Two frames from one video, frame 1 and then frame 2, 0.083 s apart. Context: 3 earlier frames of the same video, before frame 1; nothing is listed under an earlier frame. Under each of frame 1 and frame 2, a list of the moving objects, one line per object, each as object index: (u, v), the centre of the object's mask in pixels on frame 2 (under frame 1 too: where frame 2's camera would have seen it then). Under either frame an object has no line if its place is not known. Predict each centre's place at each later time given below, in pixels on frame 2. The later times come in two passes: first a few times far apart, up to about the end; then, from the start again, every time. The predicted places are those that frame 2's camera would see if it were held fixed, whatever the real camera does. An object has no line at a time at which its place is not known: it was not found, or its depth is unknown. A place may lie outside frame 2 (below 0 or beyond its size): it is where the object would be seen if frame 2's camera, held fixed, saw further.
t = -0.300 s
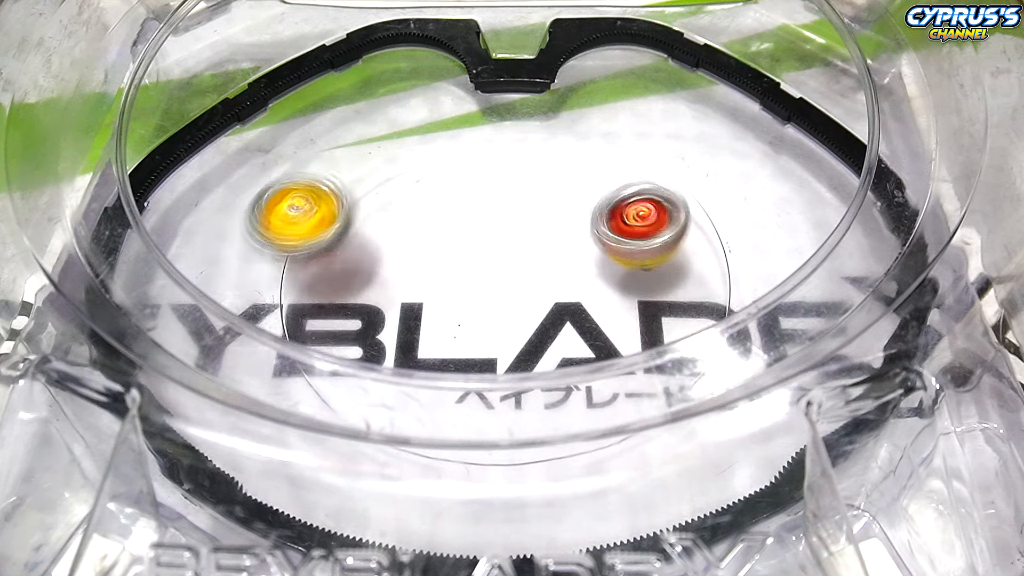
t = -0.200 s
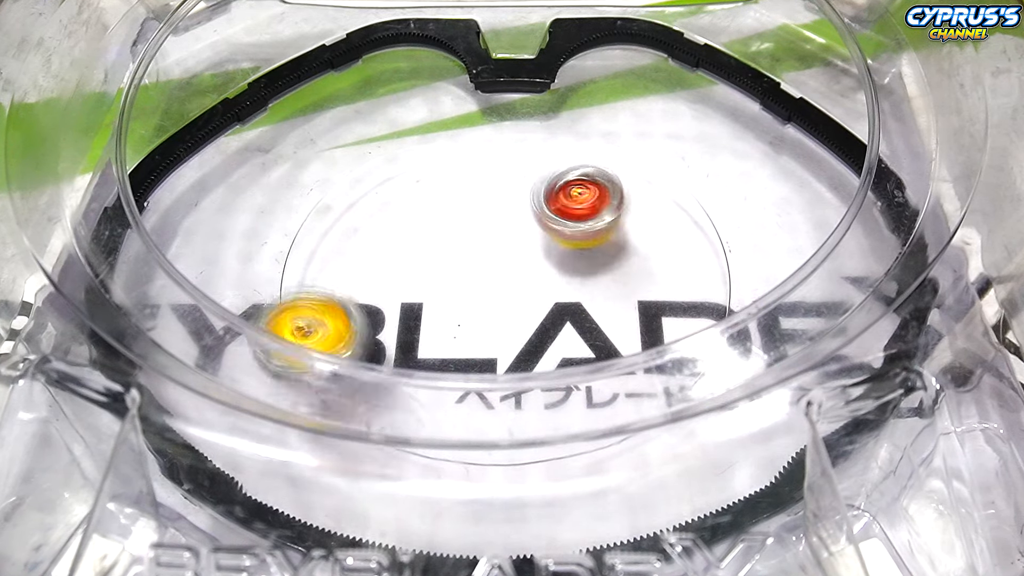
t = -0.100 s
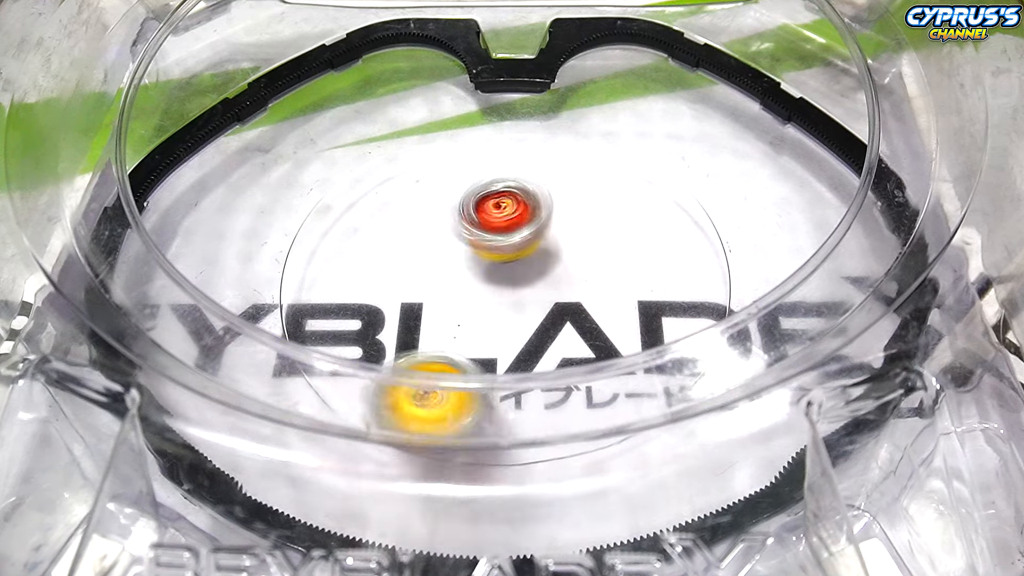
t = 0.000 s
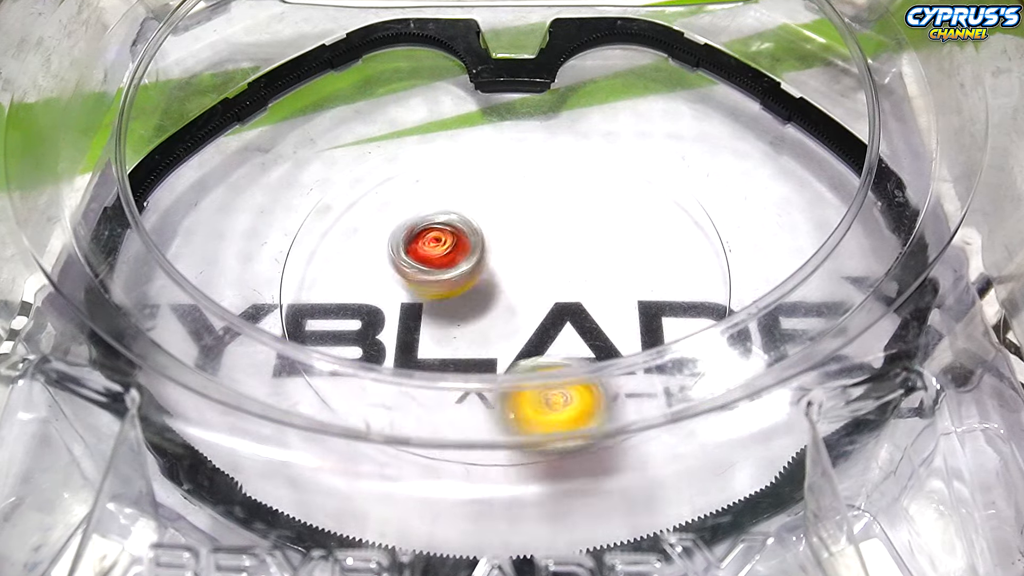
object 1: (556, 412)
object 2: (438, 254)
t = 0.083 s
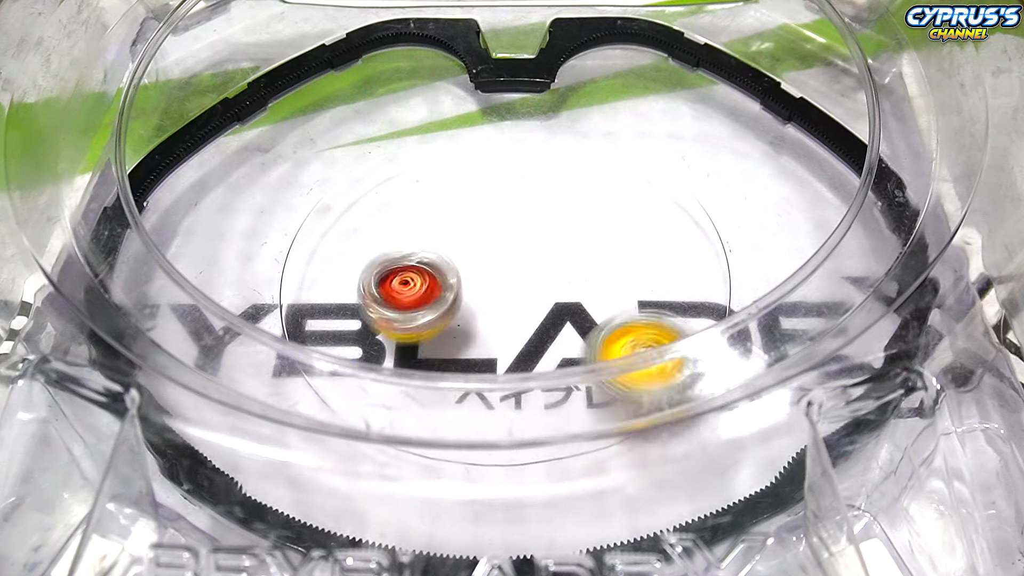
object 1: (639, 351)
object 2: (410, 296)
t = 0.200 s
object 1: (679, 244)
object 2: (428, 339)
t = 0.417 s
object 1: (451, 111)
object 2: (539, 304)
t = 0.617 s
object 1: (289, 265)
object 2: (505, 199)
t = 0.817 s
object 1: (422, 373)
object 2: (407, 179)
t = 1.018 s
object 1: (654, 274)
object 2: (426, 261)
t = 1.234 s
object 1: (519, 93)
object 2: (575, 270)
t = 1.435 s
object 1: (379, 99)
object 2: (613, 202)
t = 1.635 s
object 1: (352, 125)
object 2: (514, 203)
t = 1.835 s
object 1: (327, 253)
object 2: (447, 285)
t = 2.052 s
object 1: (356, 334)
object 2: (635, 355)
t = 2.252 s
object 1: (499, 337)
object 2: (638, 327)
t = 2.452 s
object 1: (457, 239)
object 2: (686, 300)
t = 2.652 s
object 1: (406, 186)
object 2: (596, 263)
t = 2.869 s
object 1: (401, 187)
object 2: (520, 205)
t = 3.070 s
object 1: (410, 198)
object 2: (496, 129)
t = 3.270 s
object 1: (508, 234)
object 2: (466, 133)
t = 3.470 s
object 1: (619, 222)
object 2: (465, 220)
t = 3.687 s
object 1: (615, 218)
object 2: (434, 294)
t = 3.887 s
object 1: (578, 230)
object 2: (388, 333)
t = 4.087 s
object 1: (529, 277)
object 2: (435, 324)
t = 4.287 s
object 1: (549, 269)
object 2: (411, 306)
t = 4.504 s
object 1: (551, 264)
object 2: (435, 248)
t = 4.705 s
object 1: (563, 261)
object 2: (444, 212)
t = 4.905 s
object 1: (560, 254)
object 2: (456, 243)
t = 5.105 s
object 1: (553, 249)
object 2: (446, 284)
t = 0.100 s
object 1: (643, 328)
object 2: (408, 304)
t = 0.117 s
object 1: (656, 319)
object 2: (407, 312)
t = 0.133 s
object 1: (668, 309)
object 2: (408, 321)
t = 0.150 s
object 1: (677, 298)
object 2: (410, 327)
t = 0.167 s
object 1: (682, 281)
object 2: (416, 332)
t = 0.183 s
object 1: (682, 262)
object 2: (421, 336)
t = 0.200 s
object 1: (679, 244)
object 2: (428, 339)
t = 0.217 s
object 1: (674, 227)
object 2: (437, 343)
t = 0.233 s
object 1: (666, 209)
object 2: (446, 344)
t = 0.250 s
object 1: (654, 192)
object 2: (457, 344)
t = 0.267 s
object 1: (642, 177)
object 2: (465, 345)
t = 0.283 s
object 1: (625, 164)
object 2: (476, 344)
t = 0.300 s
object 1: (607, 152)
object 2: (486, 342)
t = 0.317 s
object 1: (587, 141)
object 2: (497, 340)
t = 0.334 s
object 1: (566, 130)
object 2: (506, 337)
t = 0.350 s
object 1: (545, 124)
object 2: (514, 333)
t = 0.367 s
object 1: (523, 117)
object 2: (523, 329)
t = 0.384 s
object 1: (499, 113)
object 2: (529, 321)
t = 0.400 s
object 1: (475, 112)
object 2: (534, 312)
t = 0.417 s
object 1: (451, 111)
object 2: (539, 304)
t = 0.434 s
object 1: (428, 114)
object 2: (541, 295)
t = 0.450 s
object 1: (404, 116)
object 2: (543, 286)
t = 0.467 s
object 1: (380, 122)
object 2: (544, 276)
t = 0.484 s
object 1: (360, 131)
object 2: (543, 266)
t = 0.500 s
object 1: (342, 147)
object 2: (541, 257)
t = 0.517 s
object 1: (326, 163)
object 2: (538, 247)
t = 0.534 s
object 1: (314, 179)
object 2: (534, 238)
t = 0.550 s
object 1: (302, 197)
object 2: (530, 230)
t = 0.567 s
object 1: (293, 211)
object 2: (524, 221)
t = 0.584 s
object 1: (288, 229)
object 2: (518, 213)
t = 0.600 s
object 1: (287, 248)
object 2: (512, 206)
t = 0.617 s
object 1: (289, 265)
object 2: (505, 199)
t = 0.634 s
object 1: (293, 281)
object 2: (498, 193)
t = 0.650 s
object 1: (297, 295)
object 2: (490, 188)
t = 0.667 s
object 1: (304, 303)
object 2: (482, 182)
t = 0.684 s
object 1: (311, 313)
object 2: (473, 179)
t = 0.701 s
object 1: (323, 321)
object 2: (464, 175)
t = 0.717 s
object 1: (334, 328)
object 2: (455, 173)
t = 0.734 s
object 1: (338, 343)
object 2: (446, 171)
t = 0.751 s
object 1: (351, 352)
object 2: (437, 171)
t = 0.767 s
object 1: (369, 359)
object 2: (430, 172)
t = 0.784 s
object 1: (383, 367)
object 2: (421, 174)
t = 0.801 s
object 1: (402, 371)
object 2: (414, 176)
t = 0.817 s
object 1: (422, 373)
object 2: (407, 179)
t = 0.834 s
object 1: (443, 374)
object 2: (401, 184)
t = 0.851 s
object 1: (467, 391)
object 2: (397, 190)
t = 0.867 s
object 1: (489, 375)
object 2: (395, 196)
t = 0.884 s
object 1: (513, 375)
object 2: (392, 203)
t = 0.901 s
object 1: (534, 370)
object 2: (391, 210)
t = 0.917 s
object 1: (557, 356)
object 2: (393, 218)
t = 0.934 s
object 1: (575, 341)
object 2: (395, 225)
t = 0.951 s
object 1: (598, 333)
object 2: (398, 233)
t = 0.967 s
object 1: (615, 322)
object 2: (404, 241)
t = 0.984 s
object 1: (631, 311)
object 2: (409, 248)
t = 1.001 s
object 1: (645, 293)
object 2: (417, 254)
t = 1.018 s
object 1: (654, 274)
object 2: (426, 261)
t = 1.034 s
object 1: (659, 254)
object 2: (435, 267)
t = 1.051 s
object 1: (659, 234)
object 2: (445, 271)
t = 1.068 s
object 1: (657, 216)
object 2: (457, 275)
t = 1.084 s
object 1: (652, 198)
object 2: (468, 278)
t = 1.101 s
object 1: (645, 181)
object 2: (479, 280)
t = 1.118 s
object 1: (637, 166)
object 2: (492, 282)
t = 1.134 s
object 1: (624, 150)
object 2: (505, 283)
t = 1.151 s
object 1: (610, 138)
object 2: (517, 283)
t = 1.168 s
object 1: (593, 124)
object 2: (529, 282)
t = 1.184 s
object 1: (576, 113)
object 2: (541, 280)
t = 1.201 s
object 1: (558, 104)
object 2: (553, 278)
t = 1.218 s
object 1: (538, 99)
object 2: (564, 274)
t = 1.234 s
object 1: (519, 93)
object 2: (575, 270)
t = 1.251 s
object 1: (502, 91)
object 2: (585, 266)
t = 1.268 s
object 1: (483, 88)
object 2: (593, 261)
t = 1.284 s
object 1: (466, 87)
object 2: (601, 255)
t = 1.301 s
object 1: (451, 86)
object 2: (607, 249)
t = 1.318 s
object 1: (435, 86)
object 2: (611, 243)
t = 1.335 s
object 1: (424, 86)
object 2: (616, 236)
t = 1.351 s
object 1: (414, 87)
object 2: (618, 231)
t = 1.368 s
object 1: (404, 89)
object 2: (620, 224)
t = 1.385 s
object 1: (397, 91)
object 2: (621, 218)
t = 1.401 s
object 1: (390, 94)
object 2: (619, 213)
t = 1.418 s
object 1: (384, 96)
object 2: (616, 207)
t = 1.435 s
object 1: (379, 99)
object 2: (613, 202)
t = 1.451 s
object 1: (375, 102)
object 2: (609, 197)
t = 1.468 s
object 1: (372, 104)
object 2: (603, 194)
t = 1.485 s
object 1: (369, 107)
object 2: (596, 191)
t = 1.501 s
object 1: (367, 108)
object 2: (588, 188)
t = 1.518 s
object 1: (365, 110)
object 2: (580, 187)
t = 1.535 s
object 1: (363, 112)
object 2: (569, 187)
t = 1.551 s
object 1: (361, 114)
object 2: (559, 187)
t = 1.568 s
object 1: (359, 116)
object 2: (549, 189)
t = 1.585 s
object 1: (358, 118)
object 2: (540, 192)
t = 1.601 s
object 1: (357, 120)
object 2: (531, 196)
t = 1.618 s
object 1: (355, 122)
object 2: (523, 199)
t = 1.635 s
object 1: (352, 125)
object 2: (514, 203)
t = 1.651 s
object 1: (349, 130)
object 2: (505, 208)
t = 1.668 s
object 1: (345, 135)
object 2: (497, 213)
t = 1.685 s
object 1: (340, 142)
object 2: (489, 219)
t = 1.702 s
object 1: (336, 151)
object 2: (481, 225)
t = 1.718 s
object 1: (331, 162)
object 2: (473, 232)
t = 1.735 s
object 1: (327, 172)
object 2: (467, 239)
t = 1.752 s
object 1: (323, 184)
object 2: (461, 247)
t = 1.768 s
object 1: (320, 196)
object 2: (456, 254)
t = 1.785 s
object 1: (319, 208)
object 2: (453, 262)
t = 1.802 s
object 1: (320, 222)
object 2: (450, 269)
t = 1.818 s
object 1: (322, 238)
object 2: (449, 276)
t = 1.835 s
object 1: (327, 253)
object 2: (447, 285)
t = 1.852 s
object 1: (334, 272)
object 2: (446, 293)
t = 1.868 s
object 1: (336, 285)
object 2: (455, 305)
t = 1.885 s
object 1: (326, 294)
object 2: (480, 316)
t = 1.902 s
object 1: (321, 300)
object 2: (500, 324)
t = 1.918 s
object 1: (319, 306)
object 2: (523, 329)
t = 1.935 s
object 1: (321, 313)
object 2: (543, 334)
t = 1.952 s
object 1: (324, 317)
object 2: (561, 336)
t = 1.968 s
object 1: (327, 320)
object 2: (577, 336)
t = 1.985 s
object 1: (331, 323)
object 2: (590, 347)
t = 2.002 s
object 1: (336, 326)
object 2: (601, 336)
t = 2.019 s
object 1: (343, 328)
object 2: (613, 347)
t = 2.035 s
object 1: (350, 331)
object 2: (626, 352)
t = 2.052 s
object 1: (356, 334)
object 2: (635, 355)
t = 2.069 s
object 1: (365, 336)
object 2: (642, 352)
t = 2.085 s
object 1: (374, 338)
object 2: (648, 351)
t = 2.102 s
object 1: (383, 340)
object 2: (652, 350)
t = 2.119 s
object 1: (393, 342)
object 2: (653, 350)
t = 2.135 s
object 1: (403, 344)
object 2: (655, 346)
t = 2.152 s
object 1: (416, 345)
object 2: (655, 342)
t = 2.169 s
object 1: (427, 346)
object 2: (656, 342)
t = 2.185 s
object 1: (442, 345)
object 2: (657, 329)
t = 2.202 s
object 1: (456, 344)
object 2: (652, 329)
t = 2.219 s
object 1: (469, 344)
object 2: (653, 327)
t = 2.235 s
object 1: (485, 341)
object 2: (648, 327)
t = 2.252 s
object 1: (499, 337)
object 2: (638, 327)
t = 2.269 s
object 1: (512, 333)
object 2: (631, 327)
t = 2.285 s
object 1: (517, 328)
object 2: (632, 326)
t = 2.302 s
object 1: (508, 317)
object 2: (644, 322)
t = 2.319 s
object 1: (499, 303)
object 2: (658, 318)
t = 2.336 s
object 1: (491, 295)
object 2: (669, 316)
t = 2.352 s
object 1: (484, 285)
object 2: (679, 311)
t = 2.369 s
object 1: (478, 275)
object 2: (686, 308)
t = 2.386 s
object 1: (475, 268)
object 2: (687, 306)
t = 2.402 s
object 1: (470, 261)
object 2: (688, 305)
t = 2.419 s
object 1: (467, 253)
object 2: (687, 303)
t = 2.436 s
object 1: (462, 246)
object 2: (687, 302)
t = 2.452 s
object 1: (457, 239)
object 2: (686, 300)
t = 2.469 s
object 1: (452, 232)
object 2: (683, 299)
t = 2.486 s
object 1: (447, 226)
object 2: (679, 297)
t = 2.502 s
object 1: (442, 219)
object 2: (676, 295)
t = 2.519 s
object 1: (437, 214)
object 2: (668, 291)
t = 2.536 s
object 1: (433, 209)
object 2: (661, 288)
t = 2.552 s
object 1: (428, 205)
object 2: (655, 284)
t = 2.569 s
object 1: (423, 200)
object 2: (643, 281)
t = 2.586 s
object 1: (419, 196)
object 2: (634, 278)
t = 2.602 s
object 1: (415, 193)
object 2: (625, 273)
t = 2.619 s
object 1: (411, 190)
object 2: (614, 270)
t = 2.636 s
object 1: (408, 188)
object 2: (605, 267)
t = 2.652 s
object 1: (406, 186)
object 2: (596, 263)
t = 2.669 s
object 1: (404, 185)
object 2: (587, 260)
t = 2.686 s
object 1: (404, 184)
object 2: (581, 257)
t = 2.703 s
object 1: (403, 183)
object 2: (573, 253)
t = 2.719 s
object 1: (402, 184)
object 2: (564, 249)
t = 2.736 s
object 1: (402, 184)
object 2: (558, 246)
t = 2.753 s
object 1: (402, 184)
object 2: (552, 241)
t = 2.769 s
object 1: (402, 184)
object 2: (546, 238)
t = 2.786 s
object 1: (401, 184)
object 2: (540, 233)
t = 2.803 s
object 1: (401, 185)
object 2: (536, 227)
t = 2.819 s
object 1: (401, 185)
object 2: (531, 222)
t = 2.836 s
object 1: (401, 186)
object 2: (528, 217)
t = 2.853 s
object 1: (401, 186)
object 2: (524, 211)
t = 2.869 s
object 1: (401, 187)
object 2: (520, 205)
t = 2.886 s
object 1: (401, 187)
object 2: (518, 199)
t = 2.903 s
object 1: (400, 188)
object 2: (515, 192)
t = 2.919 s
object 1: (401, 188)
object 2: (512, 186)
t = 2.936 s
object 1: (401, 189)
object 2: (511, 179)
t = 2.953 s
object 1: (401, 189)
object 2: (508, 172)
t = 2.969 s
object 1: (401, 190)
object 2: (507, 166)
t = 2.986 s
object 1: (402, 190)
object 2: (506, 159)
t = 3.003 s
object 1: (403, 191)
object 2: (503, 154)
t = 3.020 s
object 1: (404, 193)
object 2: (502, 146)
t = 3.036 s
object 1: (406, 194)
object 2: (500, 140)
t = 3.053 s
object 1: (407, 196)
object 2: (498, 135)
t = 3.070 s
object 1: (410, 198)
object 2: (496, 129)
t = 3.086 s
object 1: (413, 201)
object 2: (493, 124)
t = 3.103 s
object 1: (418, 204)
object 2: (488, 120)
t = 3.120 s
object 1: (423, 207)
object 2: (485, 118)
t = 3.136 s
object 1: (431, 211)
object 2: (483, 117)
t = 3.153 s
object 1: (438, 215)
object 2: (480, 116)
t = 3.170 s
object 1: (447, 219)
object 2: (477, 117)
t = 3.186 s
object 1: (457, 223)
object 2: (474, 119)
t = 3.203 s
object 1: (466, 226)
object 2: (471, 119)
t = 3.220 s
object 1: (475, 229)
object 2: (471, 123)
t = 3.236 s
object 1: (486, 231)
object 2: (469, 125)
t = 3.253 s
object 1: (497, 233)
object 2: (467, 129)
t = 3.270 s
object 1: (508, 234)
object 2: (466, 133)
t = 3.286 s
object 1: (518, 236)
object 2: (464, 138)
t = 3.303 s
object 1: (528, 236)
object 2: (464, 144)
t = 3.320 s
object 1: (539, 237)
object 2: (463, 151)
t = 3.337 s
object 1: (549, 236)
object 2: (461, 156)
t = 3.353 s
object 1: (561, 235)
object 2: (463, 166)
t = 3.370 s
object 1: (570, 234)
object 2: (463, 173)
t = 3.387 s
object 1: (579, 233)
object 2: (463, 181)
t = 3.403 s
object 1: (588, 231)
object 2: (463, 190)
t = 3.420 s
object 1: (597, 229)
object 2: (464, 197)
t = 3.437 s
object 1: (605, 228)
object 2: (464, 205)
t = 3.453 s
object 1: (612, 224)
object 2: (466, 213)
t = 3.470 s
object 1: (619, 222)
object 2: (465, 220)
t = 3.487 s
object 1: (623, 220)
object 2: (464, 228)
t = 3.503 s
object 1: (627, 218)
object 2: (464, 234)
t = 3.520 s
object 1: (630, 216)
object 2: (462, 241)
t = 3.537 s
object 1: (632, 215)
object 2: (462, 247)
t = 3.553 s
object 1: (633, 214)
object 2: (460, 253)
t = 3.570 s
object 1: (633, 214)
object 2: (457, 260)
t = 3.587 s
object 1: (632, 214)
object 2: (456, 265)
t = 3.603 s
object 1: (630, 214)
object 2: (453, 270)
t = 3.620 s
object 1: (629, 214)
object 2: (449, 276)
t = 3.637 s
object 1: (626, 215)
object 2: (446, 281)
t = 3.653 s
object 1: (623, 216)
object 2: (442, 285)
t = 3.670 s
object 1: (619, 216)
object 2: (438, 291)
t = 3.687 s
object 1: (615, 218)
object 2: (434, 294)
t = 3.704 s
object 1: (611, 219)
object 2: (428, 299)
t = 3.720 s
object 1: (607, 221)
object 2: (423, 304)
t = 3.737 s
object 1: (603, 221)
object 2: (418, 306)
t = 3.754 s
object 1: (599, 222)
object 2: (411, 311)
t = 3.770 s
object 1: (596, 222)
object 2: (407, 315)
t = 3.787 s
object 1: (593, 223)
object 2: (401, 320)
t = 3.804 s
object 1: (592, 223)
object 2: (396, 324)
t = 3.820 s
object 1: (589, 224)
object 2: (393, 324)
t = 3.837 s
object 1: (588, 225)
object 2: (390, 328)
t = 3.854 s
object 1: (585, 226)
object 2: (390, 330)
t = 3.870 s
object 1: (582, 228)
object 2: (388, 332)
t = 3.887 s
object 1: (578, 230)
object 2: (388, 333)
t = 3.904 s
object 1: (575, 233)
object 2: (390, 332)
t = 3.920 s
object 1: (571, 236)
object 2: (391, 336)
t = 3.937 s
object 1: (567, 240)
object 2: (394, 336)
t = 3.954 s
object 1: (563, 243)
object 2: (397, 336)
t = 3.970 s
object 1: (558, 248)
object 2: (401, 337)
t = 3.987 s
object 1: (553, 253)
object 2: (406, 335)
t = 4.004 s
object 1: (548, 257)
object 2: (411, 334)
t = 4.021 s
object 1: (543, 261)
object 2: (417, 333)
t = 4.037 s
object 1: (538, 267)
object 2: (423, 331)
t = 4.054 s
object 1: (534, 271)
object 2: (430, 328)
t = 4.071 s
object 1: (529, 276)
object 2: (436, 325)
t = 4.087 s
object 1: (529, 277)
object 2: (435, 324)
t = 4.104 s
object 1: (531, 277)
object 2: (434, 323)
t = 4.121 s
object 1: (532, 278)
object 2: (433, 322)
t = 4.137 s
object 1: (531, 278)
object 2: (435, 320)
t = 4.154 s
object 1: (533, 278)
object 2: (434, 317)
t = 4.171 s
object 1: (539, 275)
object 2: (426, 318)
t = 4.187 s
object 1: (544, 273)
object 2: (423, 317)
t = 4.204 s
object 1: (547, 271)
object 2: (419, 317)
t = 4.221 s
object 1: (549, 271)
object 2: (417, 315)
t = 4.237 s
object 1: (549, 270)
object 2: (414, 314)
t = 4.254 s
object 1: (550, 270)
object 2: (413, 311)
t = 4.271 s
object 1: (549, 270)
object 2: (412, 309)
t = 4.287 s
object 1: (549, 269)
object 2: (411, 306)
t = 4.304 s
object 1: (549, 268)
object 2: (410, 302)
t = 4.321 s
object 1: (549, 268)
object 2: (411, 299)
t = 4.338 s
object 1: (548, 268)
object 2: (412, 296)
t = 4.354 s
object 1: (548, 268)
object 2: (414, 293)
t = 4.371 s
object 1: (547, 267)
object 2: (416, 288)
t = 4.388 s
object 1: (547, 267)
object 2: (418, 285)
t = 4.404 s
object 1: (547, 266)
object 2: (421, 279)
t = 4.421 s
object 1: (546, 266)
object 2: (424, 274)
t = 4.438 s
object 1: (546, 266)
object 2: (428, 268)
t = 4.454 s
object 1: (545, 265)
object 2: (432, 264)
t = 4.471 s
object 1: (545, 264)
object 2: (436, 259)
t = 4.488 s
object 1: (545, 264)
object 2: (439, 254)
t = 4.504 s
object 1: (551, 264)
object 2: (435, 248)
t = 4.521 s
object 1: (557, 265)
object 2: (431, 240)
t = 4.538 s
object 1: (561, 266)
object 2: (428, 234)
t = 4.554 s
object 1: (562, 266)
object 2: (426, 227)
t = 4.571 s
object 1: (563, 266)
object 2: (426, 223)
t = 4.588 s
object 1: (561, 265)
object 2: (426, 217)
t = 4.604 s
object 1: (562, 265)
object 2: (428, 214)
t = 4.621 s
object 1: (562, 263)
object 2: (430, 211)
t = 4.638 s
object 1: (562, 263)
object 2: (434, 210)
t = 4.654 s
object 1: (563, 263)
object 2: (437, 209)
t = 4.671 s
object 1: (563, 262)
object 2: (439, 210)
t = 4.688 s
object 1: (562, 262)
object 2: (441, 210)
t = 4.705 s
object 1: (563, 261)
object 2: (444, 212)
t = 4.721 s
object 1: (563, 260)
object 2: (445, 213)
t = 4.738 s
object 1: (563, 260)
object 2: (447, 216)
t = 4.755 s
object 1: (563, 259)
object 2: (447, 219)
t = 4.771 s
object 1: (563, 259)
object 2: (447, 221)
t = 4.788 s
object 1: (563, 258)
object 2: (448, 224)
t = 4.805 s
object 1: (562, 258)
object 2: (448, 226)
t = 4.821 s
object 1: (562, 257)
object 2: (450, 228)
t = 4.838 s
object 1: (562, 257)
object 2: (450, 231)
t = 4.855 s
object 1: (562, 256)
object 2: (453, 233)
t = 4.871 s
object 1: (561, 256)
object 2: (454, 236)
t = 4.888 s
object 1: (561, 255)
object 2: (456, 240)
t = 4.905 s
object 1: (560, 254)
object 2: (456, 243)
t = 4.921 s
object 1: (560, 254)
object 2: (458, 247)
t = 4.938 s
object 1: (559, 253)
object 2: (457, 252)
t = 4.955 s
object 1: (559, 253)
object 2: (457, 255)
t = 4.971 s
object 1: (558, 252)
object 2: (457, 259)
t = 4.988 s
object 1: (558, 252)
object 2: (458, 264)
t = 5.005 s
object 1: (557, 251)
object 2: (456, 270)
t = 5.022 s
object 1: (557, 251)
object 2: (455, 271)
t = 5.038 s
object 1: (556, 251)
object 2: (453, 274)
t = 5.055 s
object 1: (555, 250)
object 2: (452, 278)
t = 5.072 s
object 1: (554, 250)
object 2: (450, 282)
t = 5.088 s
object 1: (554, 249)
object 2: (448, 284)
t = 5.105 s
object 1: (553, 249)
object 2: (446, 284)
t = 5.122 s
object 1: (552, 248)
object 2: (444, 285)
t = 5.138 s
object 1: (551, 248)
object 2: (445, 285)
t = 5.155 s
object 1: (551, 247)
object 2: (442, 284)
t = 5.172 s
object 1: (550, 247)
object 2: (443, 281)
